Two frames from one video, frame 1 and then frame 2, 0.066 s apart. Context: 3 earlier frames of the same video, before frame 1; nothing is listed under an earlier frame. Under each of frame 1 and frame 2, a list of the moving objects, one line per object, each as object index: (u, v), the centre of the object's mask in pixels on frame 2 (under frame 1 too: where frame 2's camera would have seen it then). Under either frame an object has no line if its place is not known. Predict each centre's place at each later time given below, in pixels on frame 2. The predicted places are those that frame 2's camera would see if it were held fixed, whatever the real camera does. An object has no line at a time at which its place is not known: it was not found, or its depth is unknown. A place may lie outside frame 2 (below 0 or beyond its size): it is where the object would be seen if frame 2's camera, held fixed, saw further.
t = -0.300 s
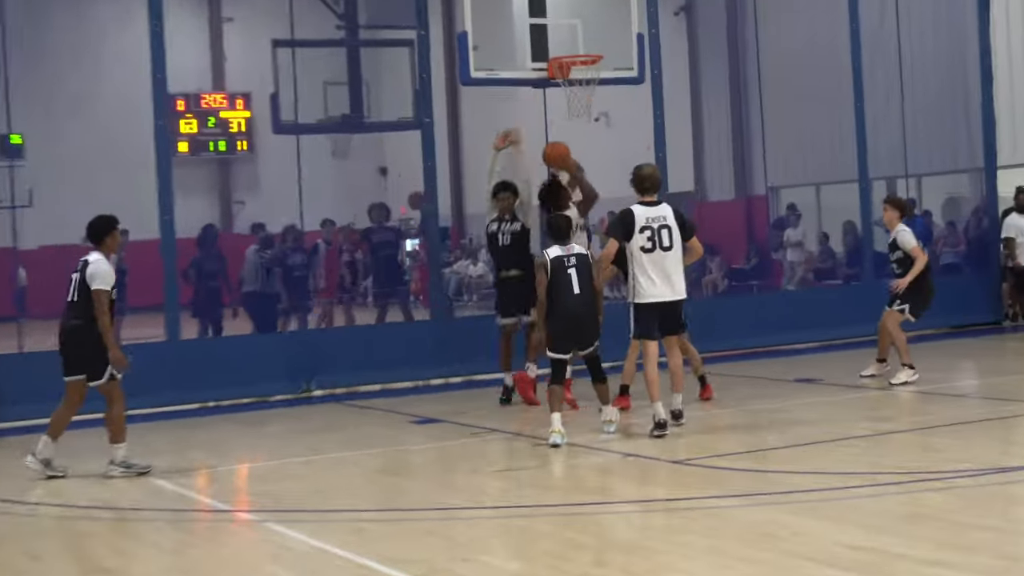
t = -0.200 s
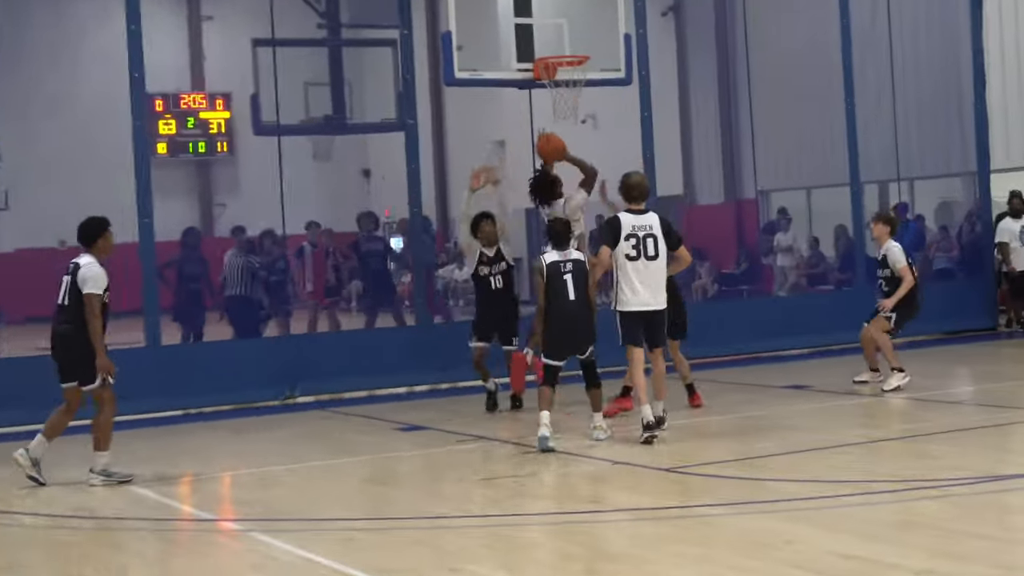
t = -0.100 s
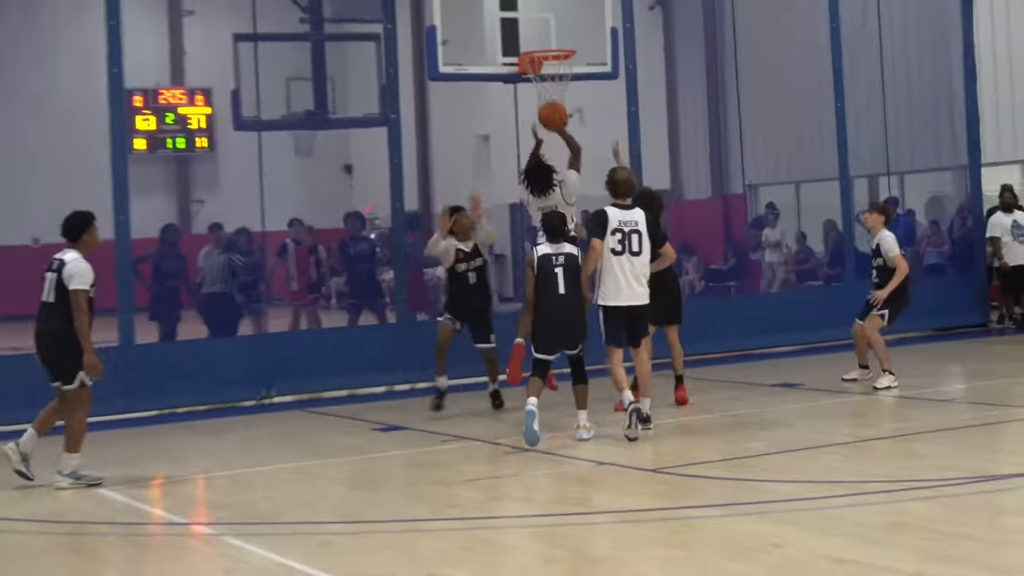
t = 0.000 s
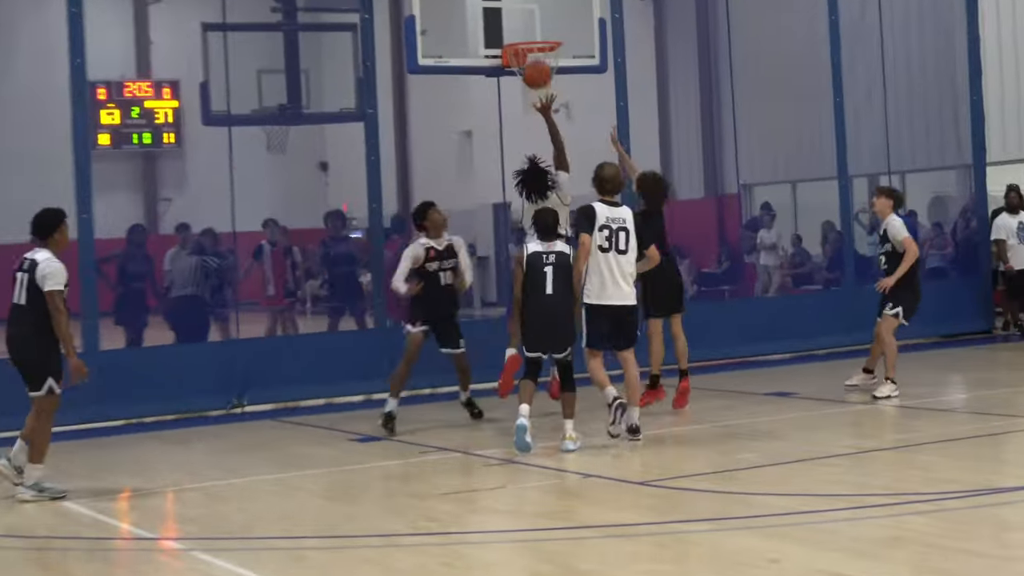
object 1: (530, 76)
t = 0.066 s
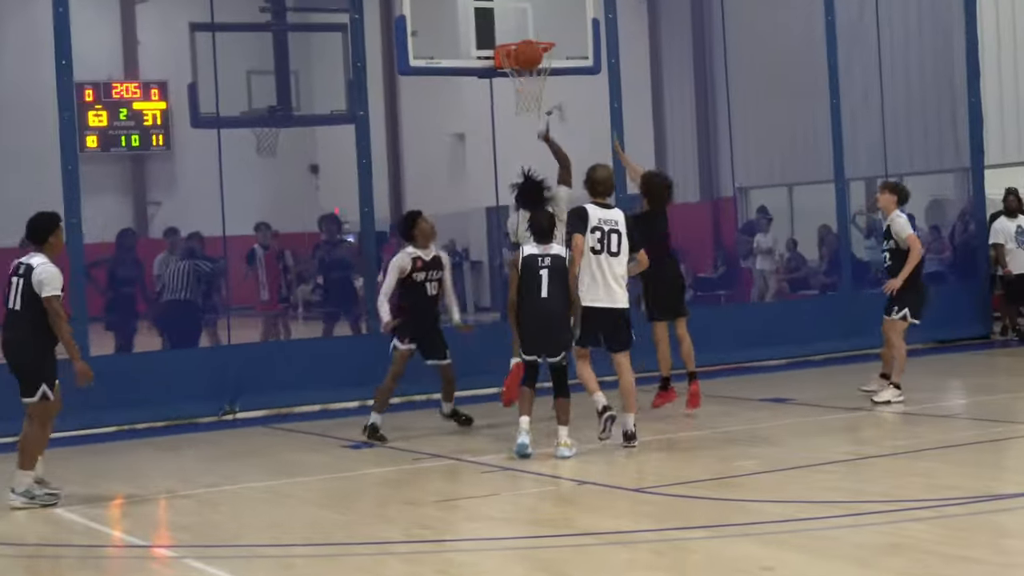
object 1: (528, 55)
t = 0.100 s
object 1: (527, 47)
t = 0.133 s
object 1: (527, 41)
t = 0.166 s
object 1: (525, 34)
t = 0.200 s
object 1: (525, 31)
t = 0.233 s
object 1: (524, 30)
